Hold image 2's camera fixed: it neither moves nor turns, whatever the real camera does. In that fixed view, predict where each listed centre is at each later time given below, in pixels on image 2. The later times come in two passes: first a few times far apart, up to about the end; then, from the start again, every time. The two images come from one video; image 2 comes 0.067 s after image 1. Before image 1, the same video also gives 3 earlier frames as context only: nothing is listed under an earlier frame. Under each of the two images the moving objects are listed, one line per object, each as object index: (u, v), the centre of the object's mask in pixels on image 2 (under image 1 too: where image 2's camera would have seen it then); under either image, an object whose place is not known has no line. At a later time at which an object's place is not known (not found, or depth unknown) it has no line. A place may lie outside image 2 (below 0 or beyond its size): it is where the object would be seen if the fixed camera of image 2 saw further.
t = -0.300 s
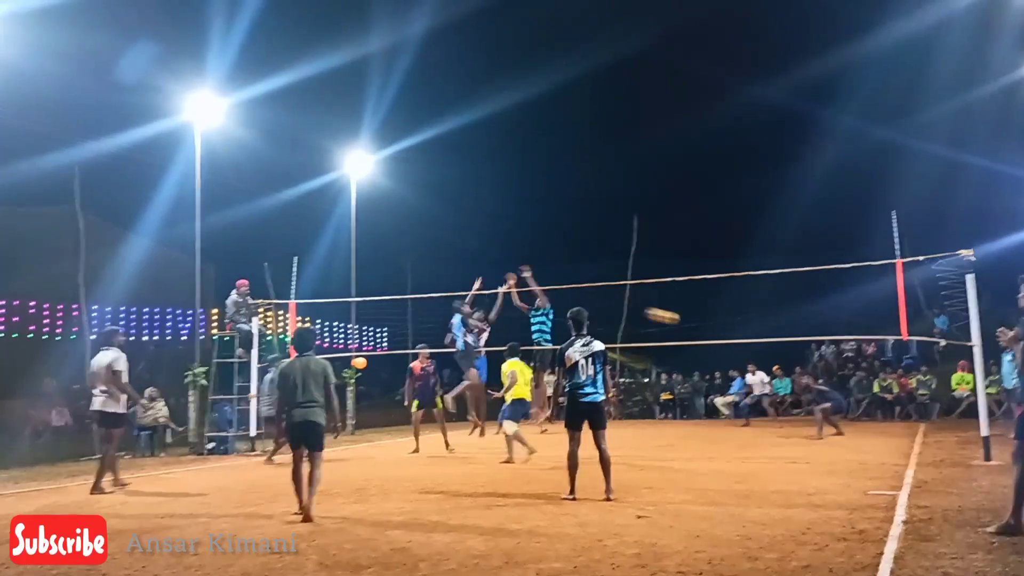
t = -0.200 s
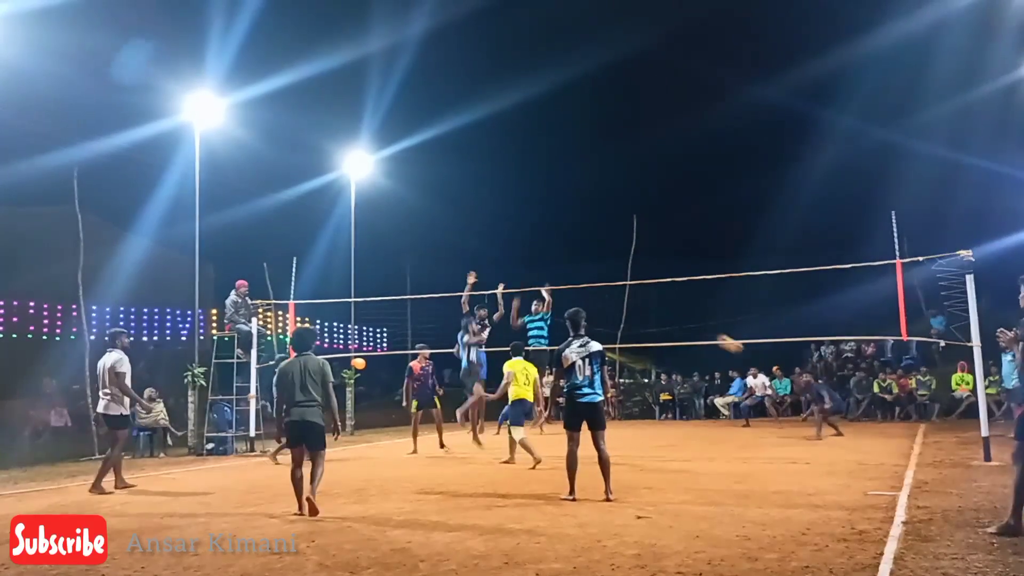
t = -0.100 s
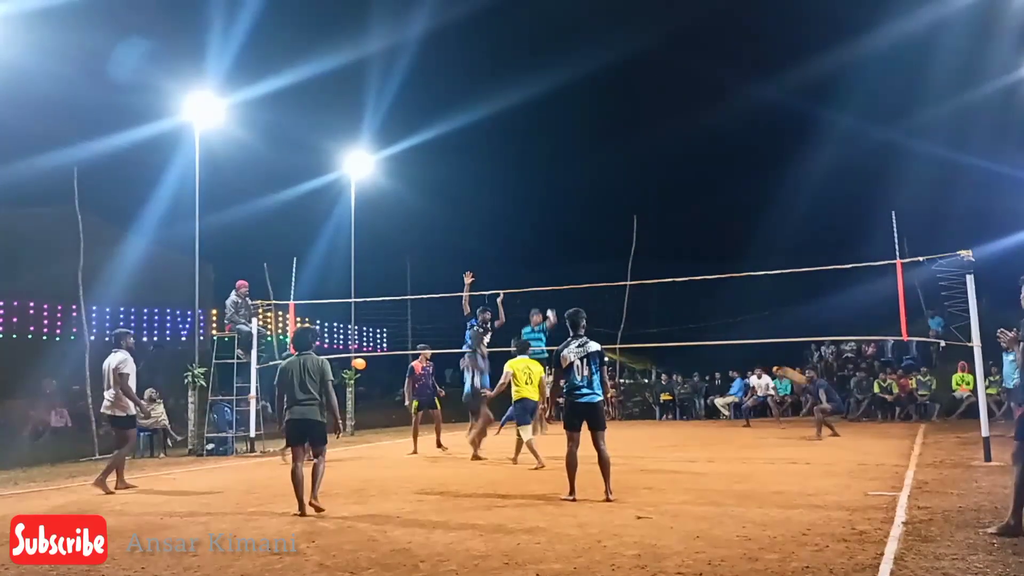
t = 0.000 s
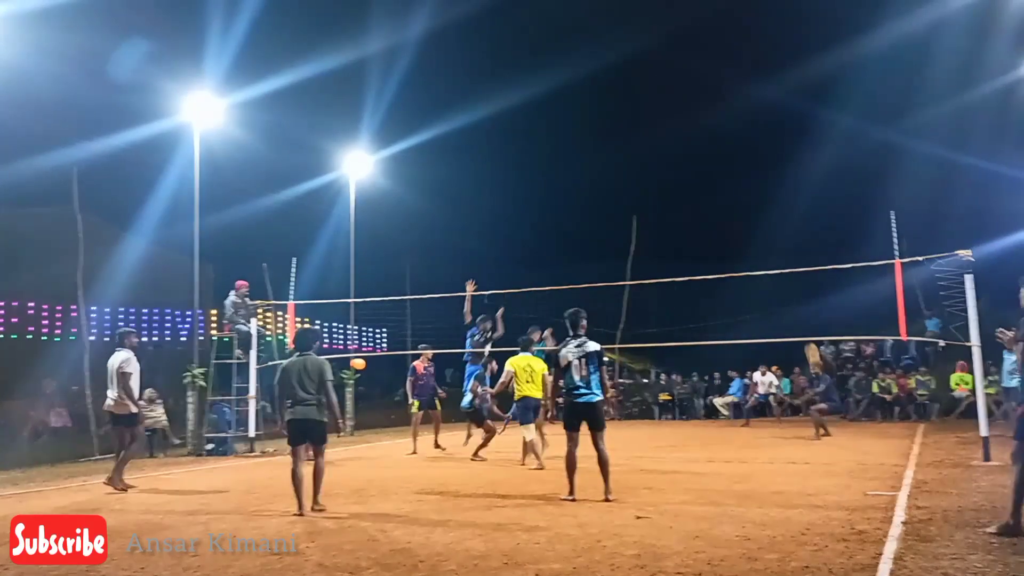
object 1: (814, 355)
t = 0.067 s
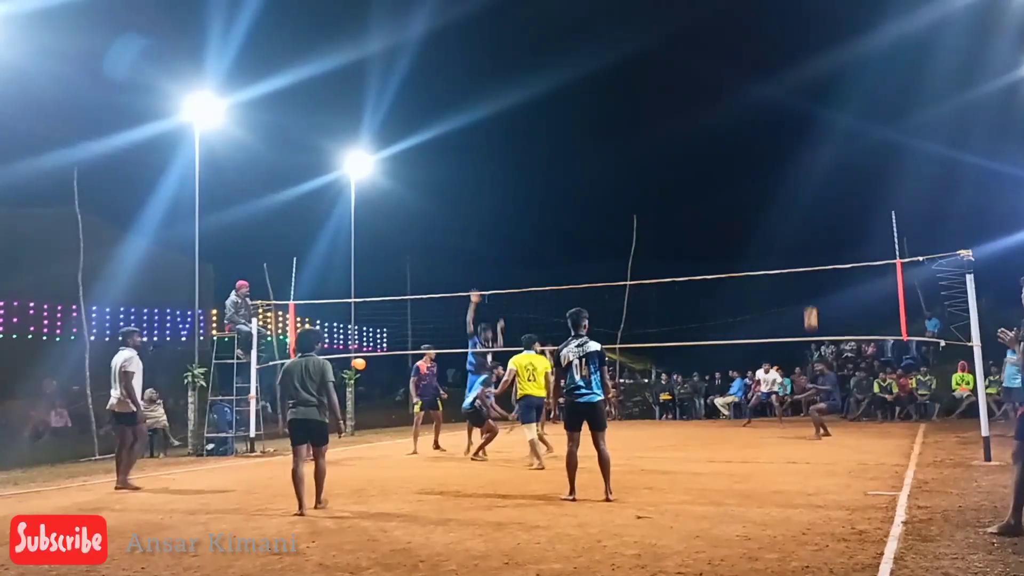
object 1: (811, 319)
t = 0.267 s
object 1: (804, 219)
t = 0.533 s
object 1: (805, 117)
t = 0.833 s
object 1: (813, 47)
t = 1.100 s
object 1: (828, 30)
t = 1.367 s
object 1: (848, 64)
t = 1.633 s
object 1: (872, 159)
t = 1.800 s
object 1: (887, 255)
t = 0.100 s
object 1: (809, 300)
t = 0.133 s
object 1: (808, 283)
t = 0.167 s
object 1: (807, 266)
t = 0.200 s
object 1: (806, 250)
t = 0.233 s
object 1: (805, 234)
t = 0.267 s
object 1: (804, 219)
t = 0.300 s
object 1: (804, 204)
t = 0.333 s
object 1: (804, 190)
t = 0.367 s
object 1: (804, 176)
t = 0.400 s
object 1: (804, 163)
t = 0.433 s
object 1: (804, 150)
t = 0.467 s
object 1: (804, 138)
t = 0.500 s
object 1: (805, 128)
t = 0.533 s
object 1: (805, 117)
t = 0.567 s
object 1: (805, 106)
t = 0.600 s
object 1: (806, 97)
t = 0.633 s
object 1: (807, 88)
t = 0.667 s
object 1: (808, 79)
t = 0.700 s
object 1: (809, 71)
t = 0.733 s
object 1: (810, 64)
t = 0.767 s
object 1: (811, 58)
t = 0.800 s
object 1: (812, 52)
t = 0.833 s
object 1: (813, 47)
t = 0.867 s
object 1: (815, 42)
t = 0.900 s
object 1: (817, 39)
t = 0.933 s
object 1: (818, 35)
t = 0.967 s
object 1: (820, 32)
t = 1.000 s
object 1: (822, 31)
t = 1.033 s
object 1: (824, 30)
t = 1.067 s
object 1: (825, 29)
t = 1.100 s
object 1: (828, 30)
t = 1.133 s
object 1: (830, 31)
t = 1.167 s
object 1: (833, 33)
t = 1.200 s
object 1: (835, 36)
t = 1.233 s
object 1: (837, 40)
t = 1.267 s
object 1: (840, 44)
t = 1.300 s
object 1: (843, 49)
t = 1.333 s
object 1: (845, 56)
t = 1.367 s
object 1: (848, 64)
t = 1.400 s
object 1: (851, 72)
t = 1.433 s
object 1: (854, 81)
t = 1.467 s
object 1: (857, 92)
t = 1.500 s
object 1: (859, 102)
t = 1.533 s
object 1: (862, 115)
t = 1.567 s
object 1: (866, 129)
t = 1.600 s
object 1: (869, 143)
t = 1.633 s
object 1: (872, 159)
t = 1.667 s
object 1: (875, 176)
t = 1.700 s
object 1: (878, 194)
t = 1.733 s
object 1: (881, 214)
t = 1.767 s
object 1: (884, 235)
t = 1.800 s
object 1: (887, 255)
